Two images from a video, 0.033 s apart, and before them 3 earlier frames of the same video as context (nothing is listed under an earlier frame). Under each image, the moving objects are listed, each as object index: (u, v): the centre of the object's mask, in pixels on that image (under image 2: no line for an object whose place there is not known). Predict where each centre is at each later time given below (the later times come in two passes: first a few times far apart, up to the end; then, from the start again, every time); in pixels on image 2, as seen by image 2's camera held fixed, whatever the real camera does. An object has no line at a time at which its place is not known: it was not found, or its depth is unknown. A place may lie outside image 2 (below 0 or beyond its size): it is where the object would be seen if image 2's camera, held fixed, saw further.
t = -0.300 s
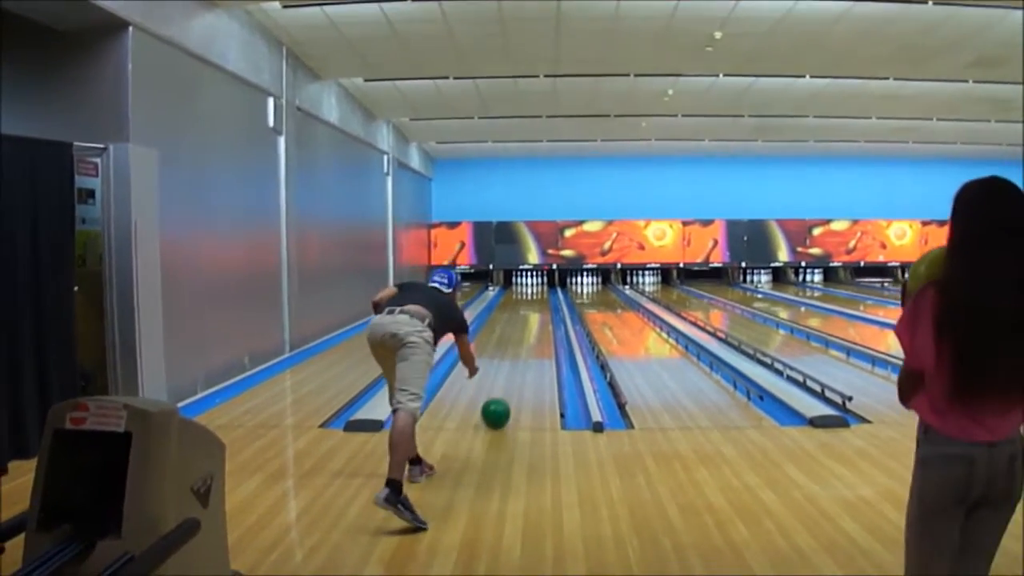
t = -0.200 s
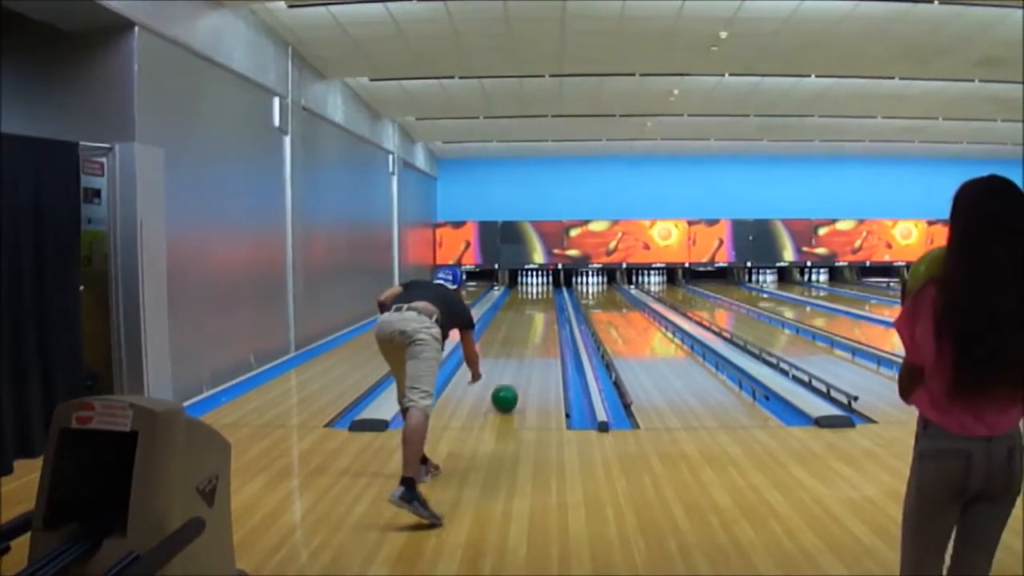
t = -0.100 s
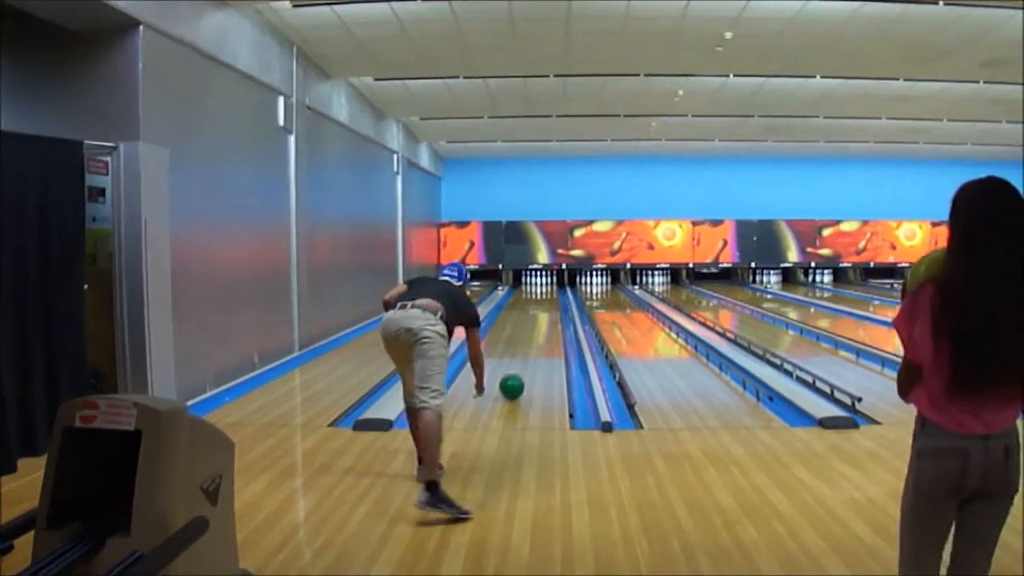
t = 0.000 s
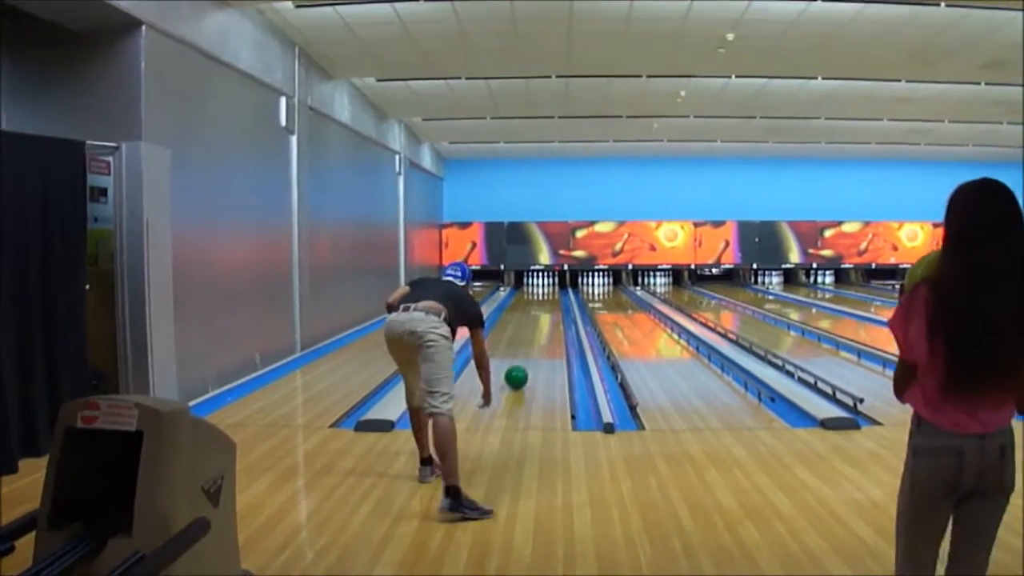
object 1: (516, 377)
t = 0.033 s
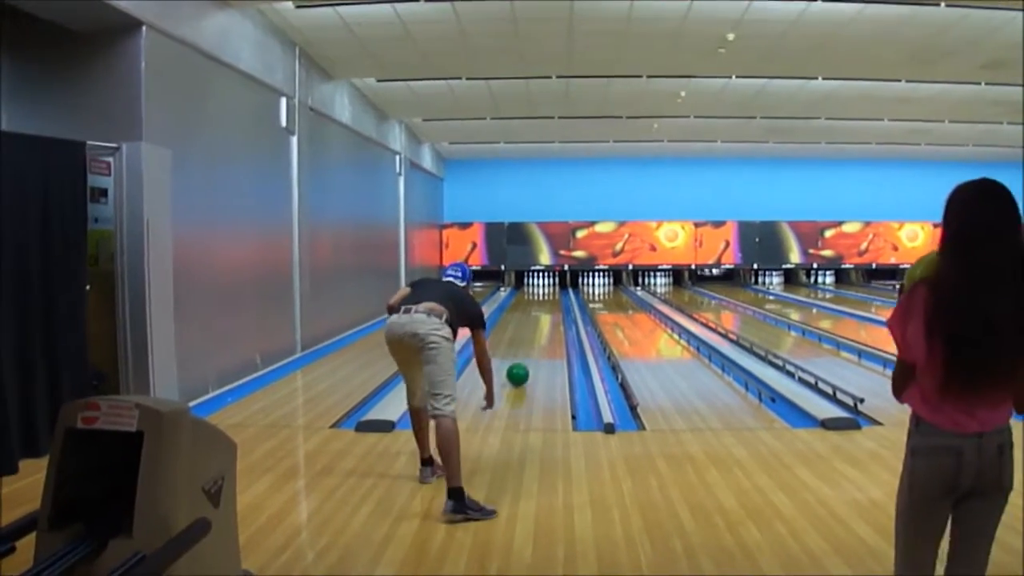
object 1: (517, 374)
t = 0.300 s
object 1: (523, 354)
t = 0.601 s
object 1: (528, 337)
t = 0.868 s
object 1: (531, 326)
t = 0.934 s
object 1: (531, 325)
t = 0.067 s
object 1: (518, 371)
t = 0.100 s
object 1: (519, 368)
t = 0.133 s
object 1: (520, 366)
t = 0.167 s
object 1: (520, 363)
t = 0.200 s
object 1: (521, 361)
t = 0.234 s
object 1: (522, 358)
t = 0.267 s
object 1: (522, 356)
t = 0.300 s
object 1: (523, 354)
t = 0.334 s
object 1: (524, 351)
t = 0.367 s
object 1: (524, 350)
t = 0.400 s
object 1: (525, 348)
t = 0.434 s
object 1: (525, 346)
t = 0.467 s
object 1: (526, 344)
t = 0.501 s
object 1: (526, 342)
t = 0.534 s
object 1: (527, 341)
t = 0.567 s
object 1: (527, 339)
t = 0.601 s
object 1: (528, 337)
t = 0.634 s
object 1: (528, 336)
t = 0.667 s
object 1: (529, 334)
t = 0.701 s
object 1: (529, 333)
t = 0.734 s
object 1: (529, 332)
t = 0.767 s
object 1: (530, 330)
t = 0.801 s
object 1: (530, 329)
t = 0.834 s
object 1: (530, 328)
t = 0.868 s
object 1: (531, 326)
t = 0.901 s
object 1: (531, 325)
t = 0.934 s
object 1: (531, 325)
